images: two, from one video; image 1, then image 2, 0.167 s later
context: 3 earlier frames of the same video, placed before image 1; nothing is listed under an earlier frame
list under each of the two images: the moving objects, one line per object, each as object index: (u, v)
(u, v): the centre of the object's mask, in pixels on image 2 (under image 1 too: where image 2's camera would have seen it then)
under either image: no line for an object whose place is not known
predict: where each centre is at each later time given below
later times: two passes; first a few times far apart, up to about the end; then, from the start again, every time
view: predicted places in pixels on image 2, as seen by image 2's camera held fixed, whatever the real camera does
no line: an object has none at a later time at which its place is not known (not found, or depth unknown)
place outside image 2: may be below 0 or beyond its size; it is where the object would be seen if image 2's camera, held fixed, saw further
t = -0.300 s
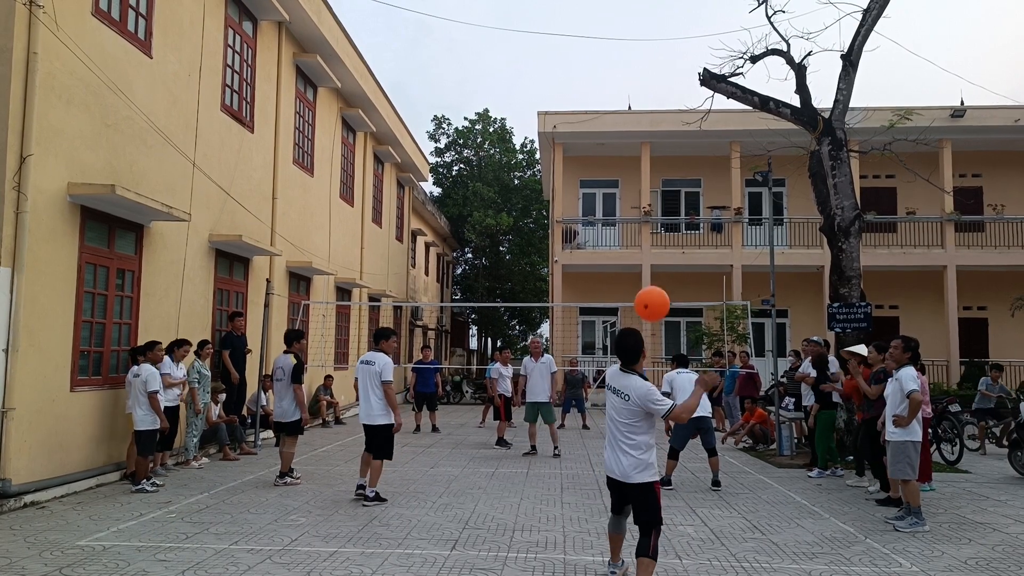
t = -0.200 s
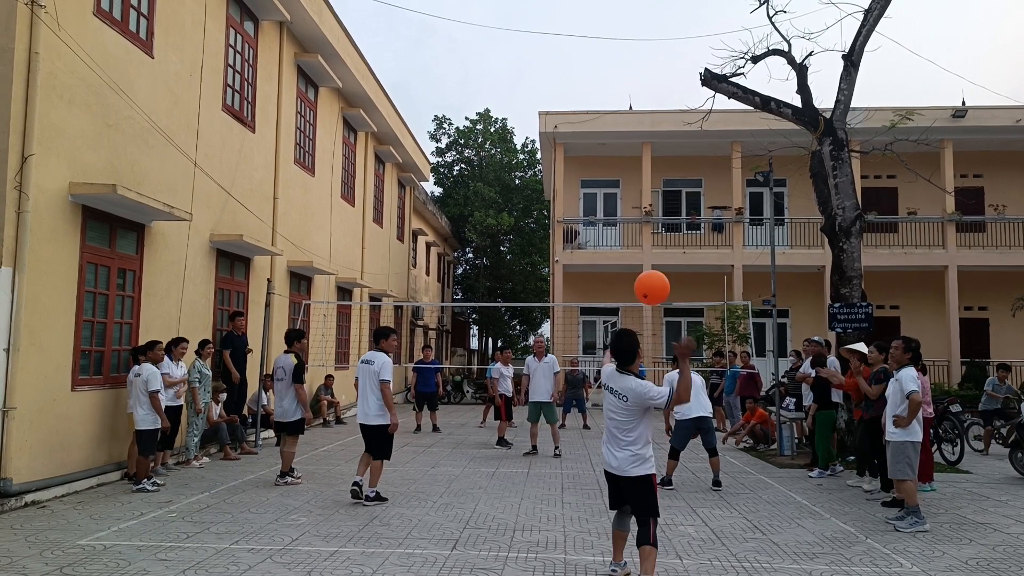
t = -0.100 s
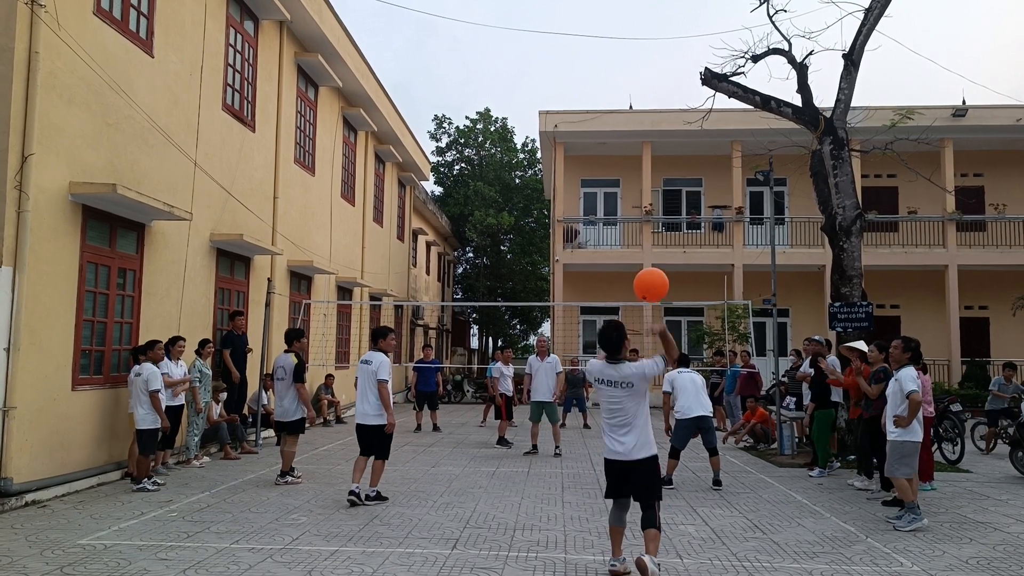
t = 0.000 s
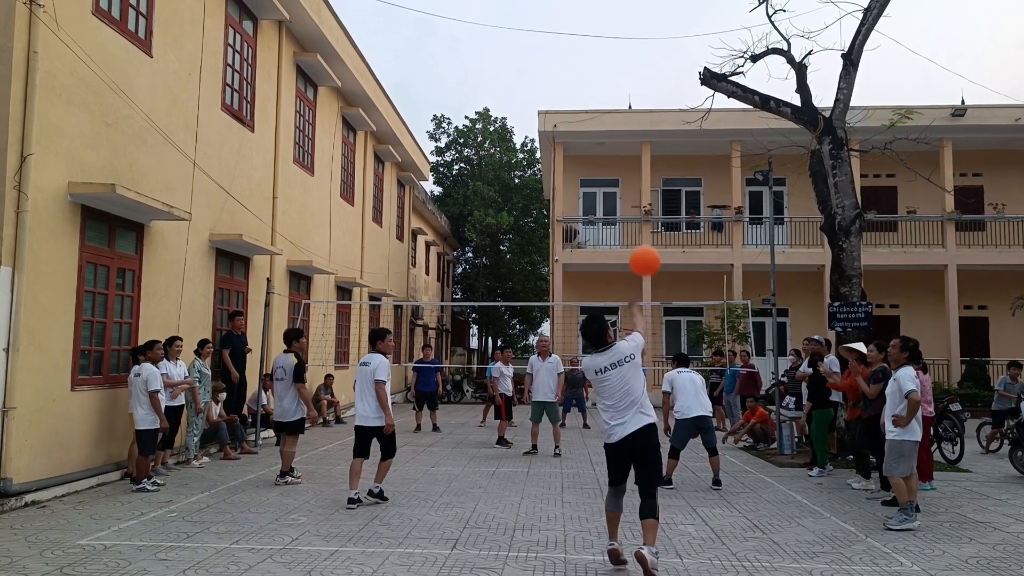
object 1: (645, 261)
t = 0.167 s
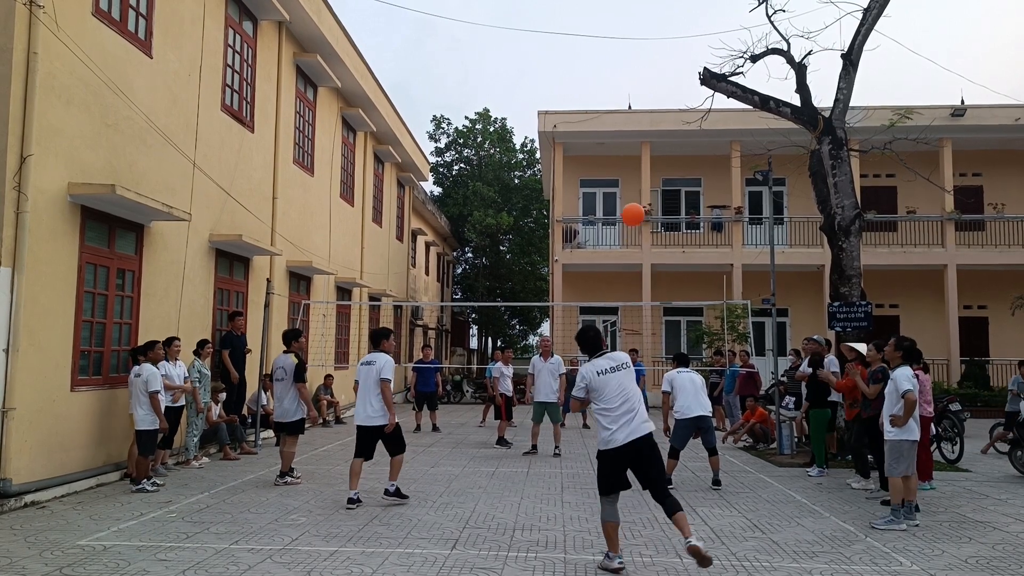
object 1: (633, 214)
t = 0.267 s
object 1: (628, 206)
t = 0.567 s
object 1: (617, 225)
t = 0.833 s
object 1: (612, 271)
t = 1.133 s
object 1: (607, 341)
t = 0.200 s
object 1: (631, 211)
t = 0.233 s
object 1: (630, 208)
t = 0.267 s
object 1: (628, 206)
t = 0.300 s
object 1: (626, 206)
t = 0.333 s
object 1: (625, 206)
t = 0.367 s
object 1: (624, 207)
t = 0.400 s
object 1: (623, 209)
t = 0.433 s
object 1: (622, 211)
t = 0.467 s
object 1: (621, 213)
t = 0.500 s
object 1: (620, 216)
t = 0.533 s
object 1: (619, 220)
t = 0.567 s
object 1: (617, 225)
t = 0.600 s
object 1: (617, 229)
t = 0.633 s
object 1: (616, 234)
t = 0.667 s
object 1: (615, 240)
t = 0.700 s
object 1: (614, 246)
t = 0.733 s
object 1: (614, 251)
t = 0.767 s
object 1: (613, 258)
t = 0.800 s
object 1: (612, 264)
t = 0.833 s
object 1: (612, 271)
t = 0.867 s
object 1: (611, 278)
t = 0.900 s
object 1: (610, 285)
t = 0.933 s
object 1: (610, 292)
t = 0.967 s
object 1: (610, 299)
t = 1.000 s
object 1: (609, 309)
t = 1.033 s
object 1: (609, 316)
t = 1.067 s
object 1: (608, 324)
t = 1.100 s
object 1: (608, 332)
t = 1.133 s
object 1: (607, 341)
